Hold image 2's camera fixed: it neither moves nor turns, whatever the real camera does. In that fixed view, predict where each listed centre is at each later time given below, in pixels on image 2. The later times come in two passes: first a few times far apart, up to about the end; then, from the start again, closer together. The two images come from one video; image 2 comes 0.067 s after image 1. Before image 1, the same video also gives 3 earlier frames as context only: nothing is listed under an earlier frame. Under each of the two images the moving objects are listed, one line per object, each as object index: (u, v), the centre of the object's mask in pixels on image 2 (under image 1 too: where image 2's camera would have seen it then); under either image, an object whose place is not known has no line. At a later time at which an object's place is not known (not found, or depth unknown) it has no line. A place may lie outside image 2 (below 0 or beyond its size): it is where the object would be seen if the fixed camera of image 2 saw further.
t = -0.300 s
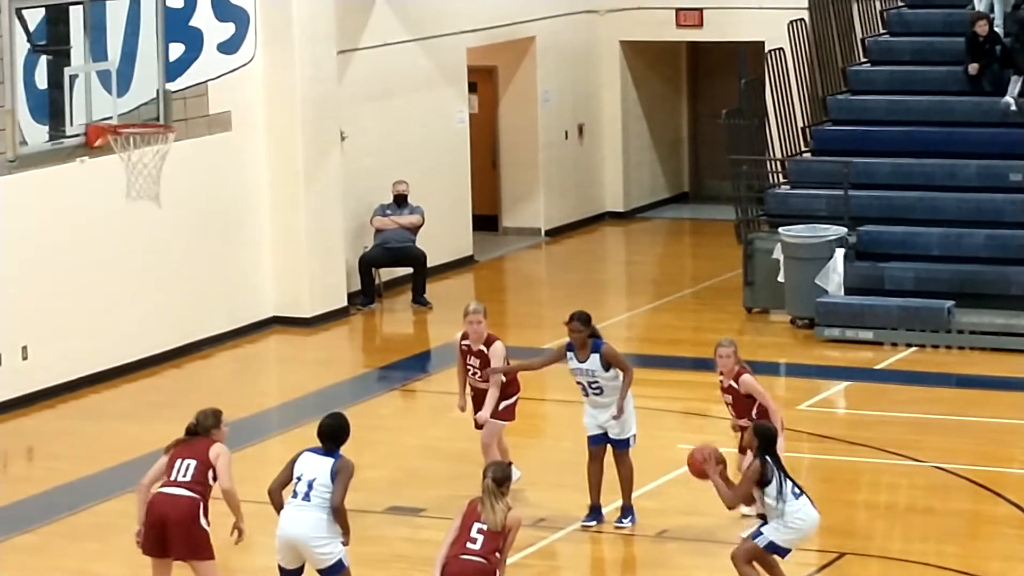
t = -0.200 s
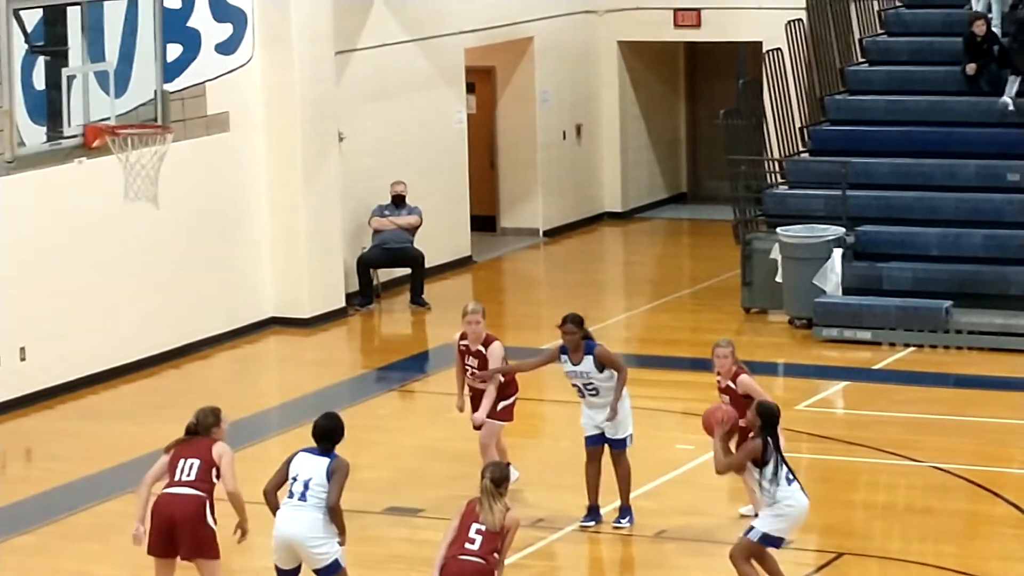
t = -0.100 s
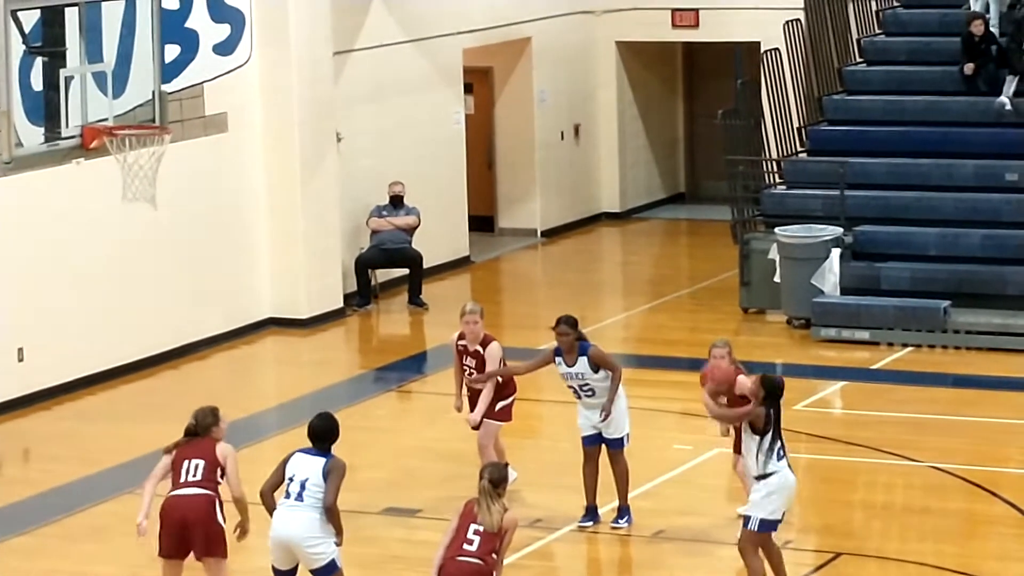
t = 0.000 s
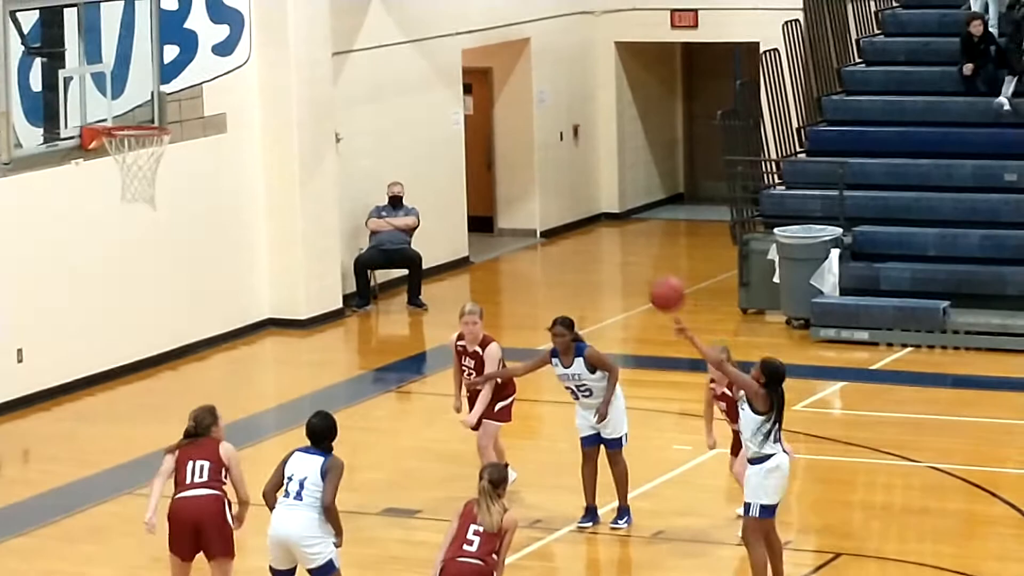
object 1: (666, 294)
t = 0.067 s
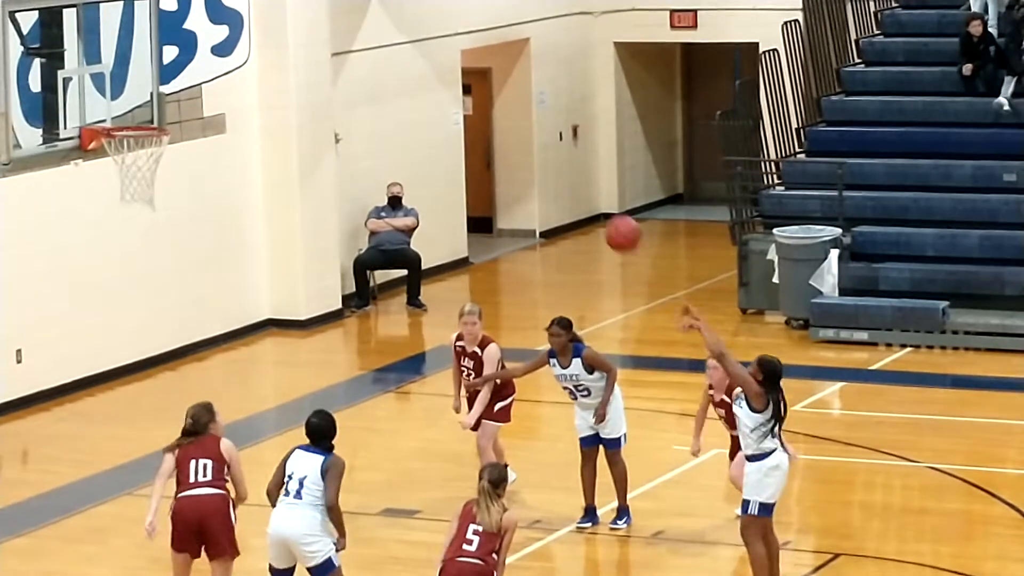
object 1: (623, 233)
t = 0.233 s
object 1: (518, 119)
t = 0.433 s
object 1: (399, 38)
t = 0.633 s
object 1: (288, 19)
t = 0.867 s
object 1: (170, 71)
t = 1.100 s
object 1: (145, 91)
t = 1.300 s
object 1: (188, 92)
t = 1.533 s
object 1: (246, 171)
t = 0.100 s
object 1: (602, 208)
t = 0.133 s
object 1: (580, 183)
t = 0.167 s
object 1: (559, 160)
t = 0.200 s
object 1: (539, 138)
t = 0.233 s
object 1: (518, 119)
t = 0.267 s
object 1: (497, 100)
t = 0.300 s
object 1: (477, 84)
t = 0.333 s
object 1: (456, 72)
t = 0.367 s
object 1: (438, 58)
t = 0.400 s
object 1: (418, 47)
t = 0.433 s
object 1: (399, 38)
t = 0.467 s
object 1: (380, 31)
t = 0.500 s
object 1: (361, 25)
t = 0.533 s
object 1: (343, 21)
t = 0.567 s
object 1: (325, 19)
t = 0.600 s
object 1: (306, 18)
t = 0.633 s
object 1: (288, 19)
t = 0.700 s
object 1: (254, 26)
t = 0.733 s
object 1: (236, 32)
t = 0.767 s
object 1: (220, 40)
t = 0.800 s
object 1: (202, 49)
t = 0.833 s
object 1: (186, 59)
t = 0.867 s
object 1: (170, 71)
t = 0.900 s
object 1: (154, 85)
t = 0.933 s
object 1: (139, 100)
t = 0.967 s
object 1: (123, 116)
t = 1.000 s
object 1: (125, 113)
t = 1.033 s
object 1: (132, 104)
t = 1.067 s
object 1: (138, 97)
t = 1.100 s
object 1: (145, 91)
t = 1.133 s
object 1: (152, 87)
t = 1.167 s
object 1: (159, 85)
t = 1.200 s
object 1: (166, 84)
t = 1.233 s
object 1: (173, 85)
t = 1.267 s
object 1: (181, 87)
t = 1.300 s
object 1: (188, 92)
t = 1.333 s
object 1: (196, 98)
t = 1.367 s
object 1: (204, 106)
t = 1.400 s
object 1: (212, 115)
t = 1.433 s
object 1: (220, 126)
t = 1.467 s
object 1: (229, 139)
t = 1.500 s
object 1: (237, 154)
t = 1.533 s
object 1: (246, 171)
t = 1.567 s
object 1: (255, 190)
